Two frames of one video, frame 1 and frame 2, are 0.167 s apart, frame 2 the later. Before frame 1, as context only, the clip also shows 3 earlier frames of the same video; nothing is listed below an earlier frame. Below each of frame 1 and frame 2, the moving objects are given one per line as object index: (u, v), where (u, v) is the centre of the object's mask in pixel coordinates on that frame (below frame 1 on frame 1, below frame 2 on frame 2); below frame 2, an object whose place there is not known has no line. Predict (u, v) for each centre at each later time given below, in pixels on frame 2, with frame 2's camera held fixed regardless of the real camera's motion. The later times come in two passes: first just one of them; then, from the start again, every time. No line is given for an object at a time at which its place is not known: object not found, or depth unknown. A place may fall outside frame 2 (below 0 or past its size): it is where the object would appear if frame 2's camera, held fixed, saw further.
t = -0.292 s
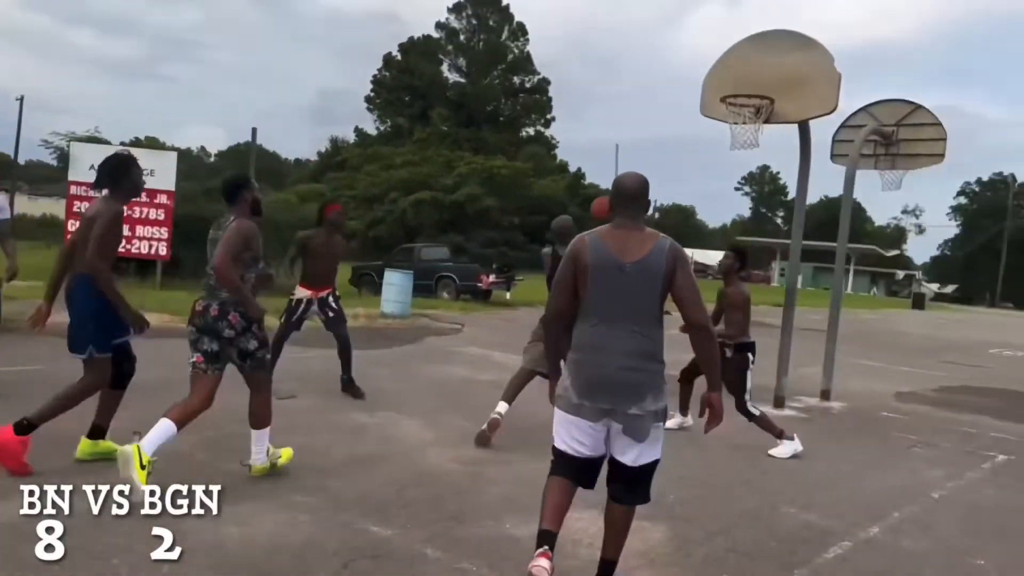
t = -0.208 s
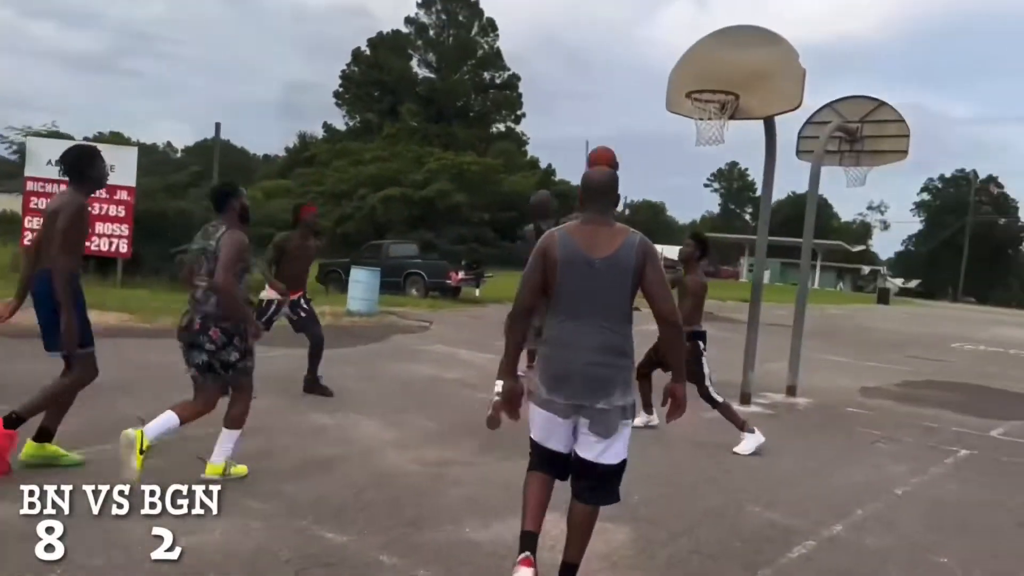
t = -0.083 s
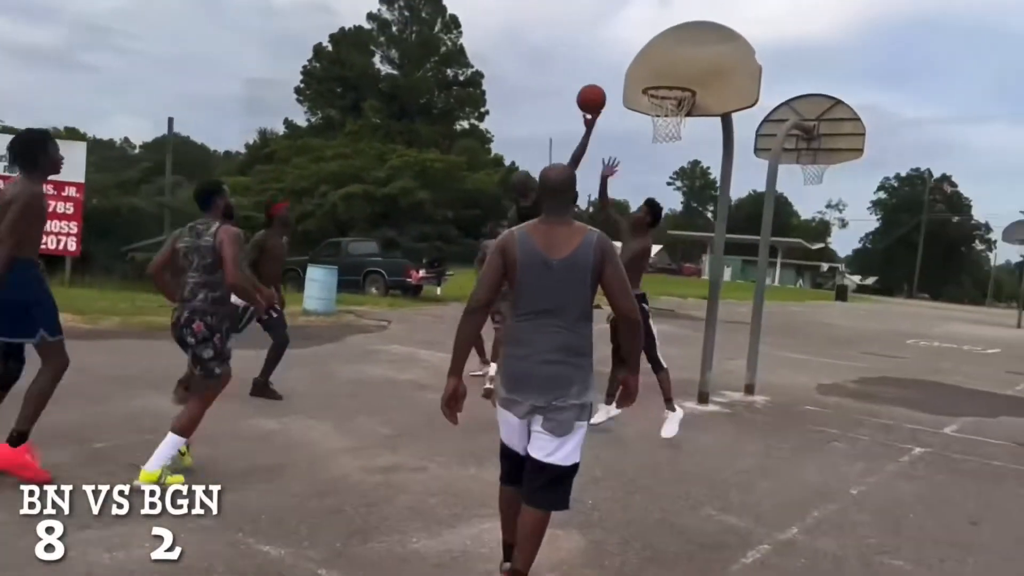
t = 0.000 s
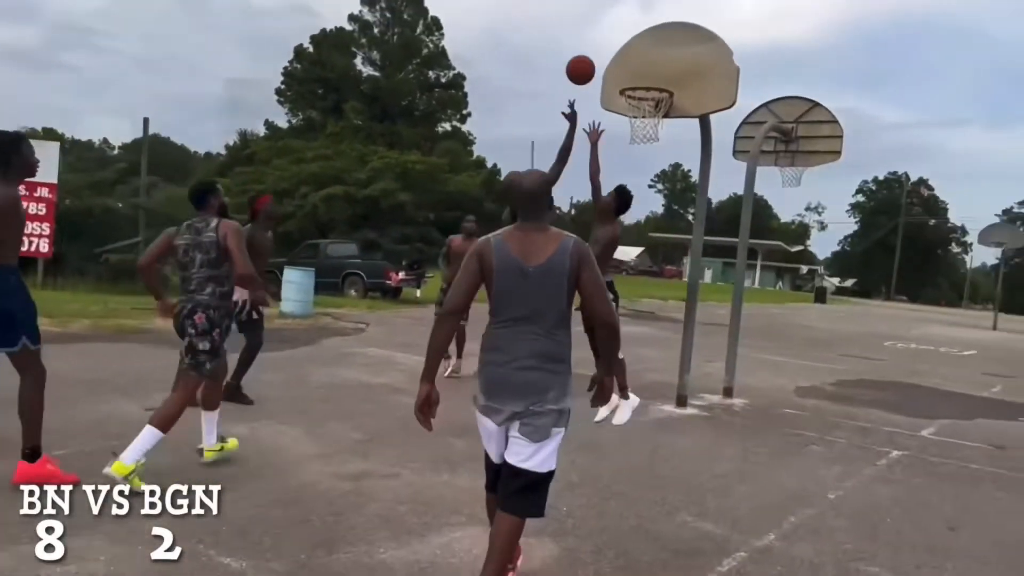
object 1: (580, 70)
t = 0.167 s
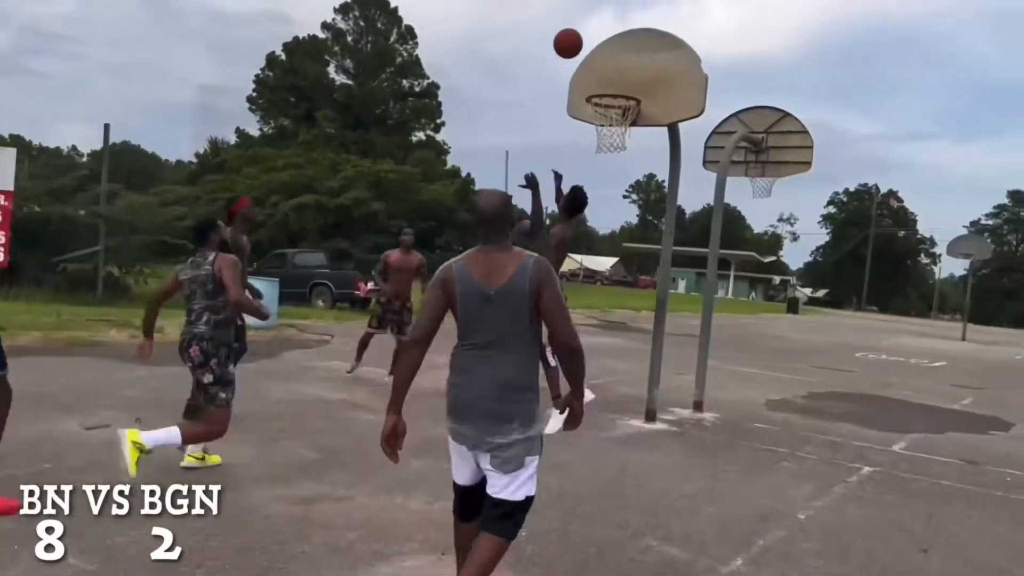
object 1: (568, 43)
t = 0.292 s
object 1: (582, 42)
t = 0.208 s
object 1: (573, 41)
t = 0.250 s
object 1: (578, 40)
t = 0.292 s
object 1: (582, 42)
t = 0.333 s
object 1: (586, 45)
